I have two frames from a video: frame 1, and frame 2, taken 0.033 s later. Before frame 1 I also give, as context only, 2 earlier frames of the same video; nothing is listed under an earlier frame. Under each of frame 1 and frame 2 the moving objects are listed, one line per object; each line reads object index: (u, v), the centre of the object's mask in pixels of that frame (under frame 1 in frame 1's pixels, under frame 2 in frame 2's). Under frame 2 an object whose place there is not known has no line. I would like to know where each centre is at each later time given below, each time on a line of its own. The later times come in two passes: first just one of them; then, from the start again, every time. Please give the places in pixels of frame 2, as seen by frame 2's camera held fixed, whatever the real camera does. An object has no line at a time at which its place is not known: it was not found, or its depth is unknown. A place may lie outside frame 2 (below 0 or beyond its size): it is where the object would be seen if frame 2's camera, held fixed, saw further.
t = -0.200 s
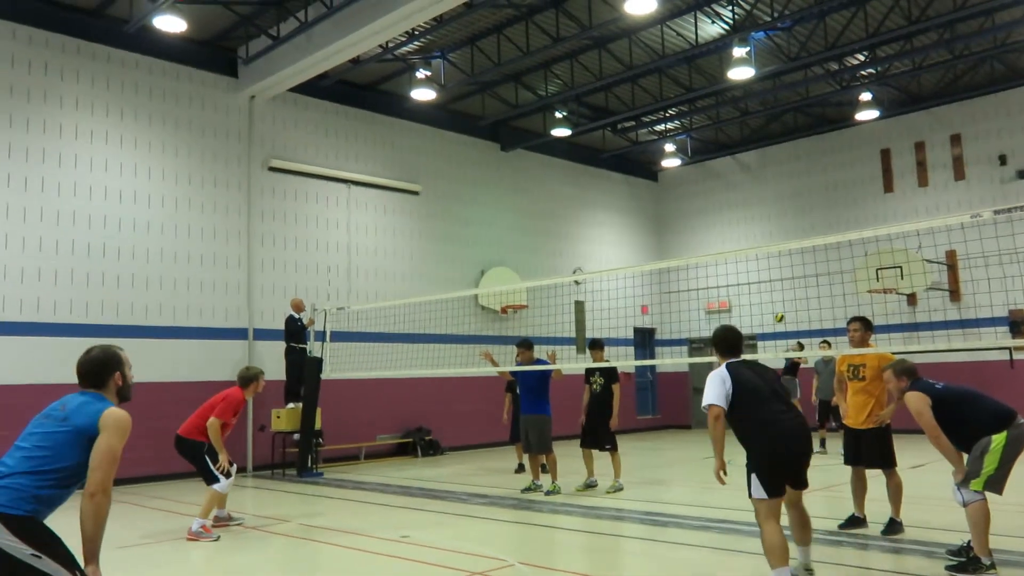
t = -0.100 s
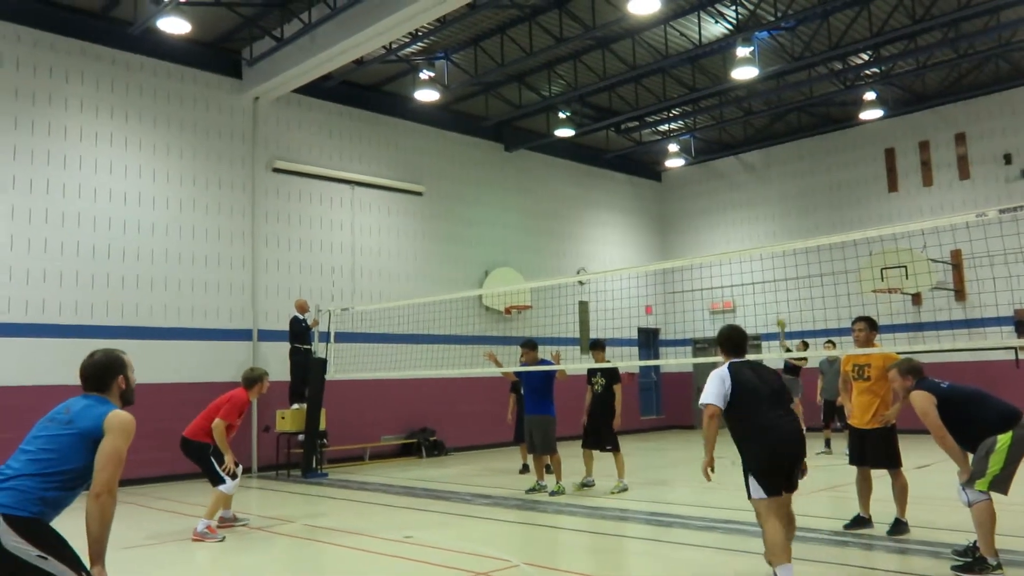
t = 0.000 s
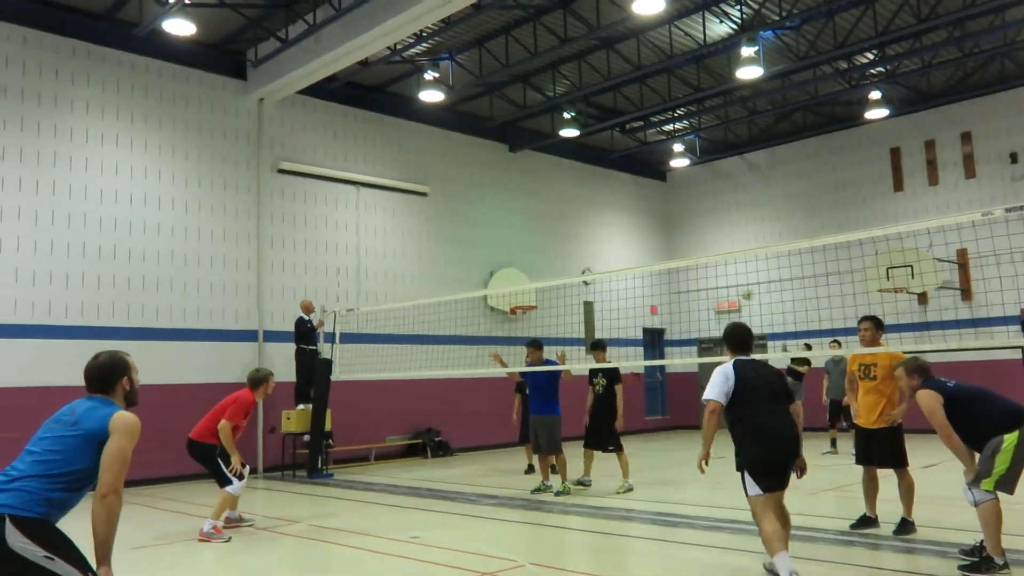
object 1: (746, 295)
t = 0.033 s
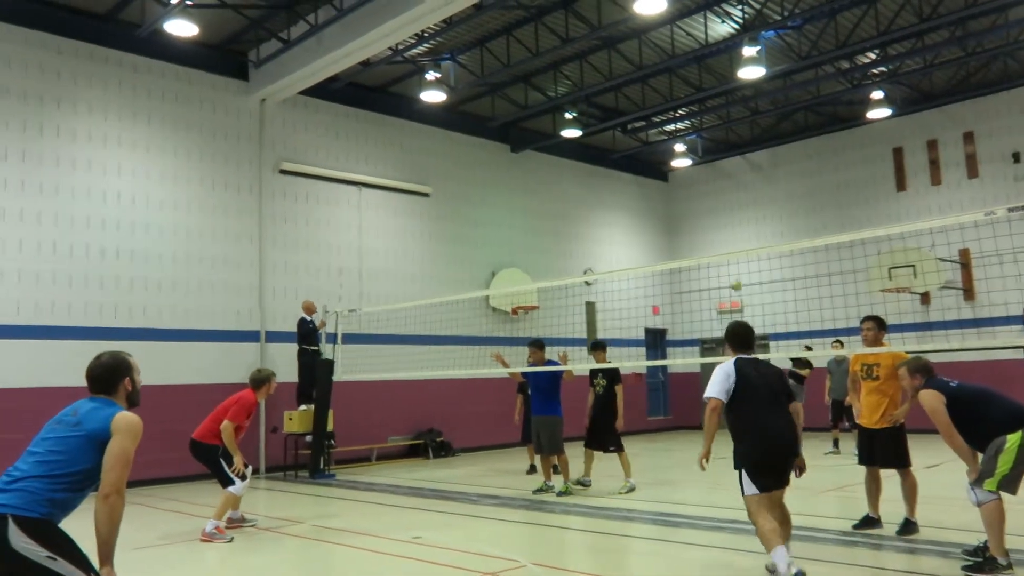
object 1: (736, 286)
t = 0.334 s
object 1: (604, 221)
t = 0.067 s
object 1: (723, 277)
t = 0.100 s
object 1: (709, 269)
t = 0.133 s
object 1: (697, 265)
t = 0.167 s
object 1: (680, 253)
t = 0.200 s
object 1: (666, 246)
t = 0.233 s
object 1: (651, 239)
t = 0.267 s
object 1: (636, 234)
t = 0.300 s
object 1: (620, 228)
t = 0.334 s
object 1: (604, 221)
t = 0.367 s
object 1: (586, 215)
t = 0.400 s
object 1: (569, 210)
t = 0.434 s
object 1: (551, 206)
